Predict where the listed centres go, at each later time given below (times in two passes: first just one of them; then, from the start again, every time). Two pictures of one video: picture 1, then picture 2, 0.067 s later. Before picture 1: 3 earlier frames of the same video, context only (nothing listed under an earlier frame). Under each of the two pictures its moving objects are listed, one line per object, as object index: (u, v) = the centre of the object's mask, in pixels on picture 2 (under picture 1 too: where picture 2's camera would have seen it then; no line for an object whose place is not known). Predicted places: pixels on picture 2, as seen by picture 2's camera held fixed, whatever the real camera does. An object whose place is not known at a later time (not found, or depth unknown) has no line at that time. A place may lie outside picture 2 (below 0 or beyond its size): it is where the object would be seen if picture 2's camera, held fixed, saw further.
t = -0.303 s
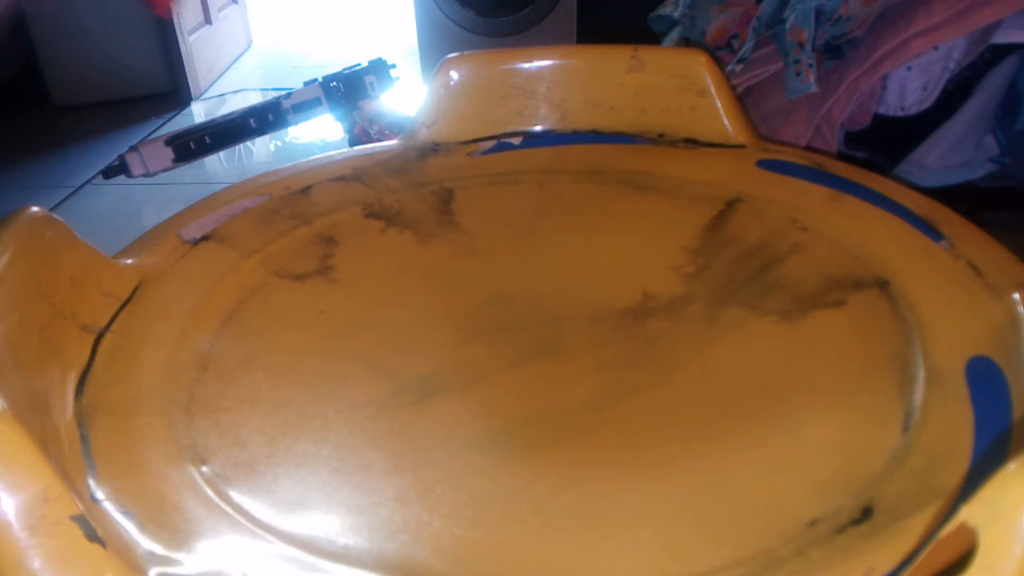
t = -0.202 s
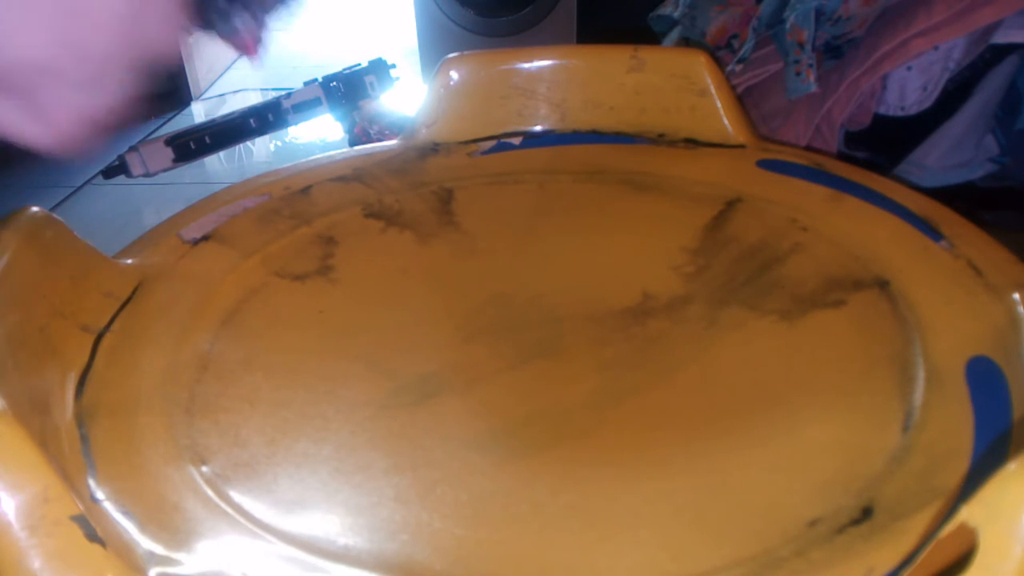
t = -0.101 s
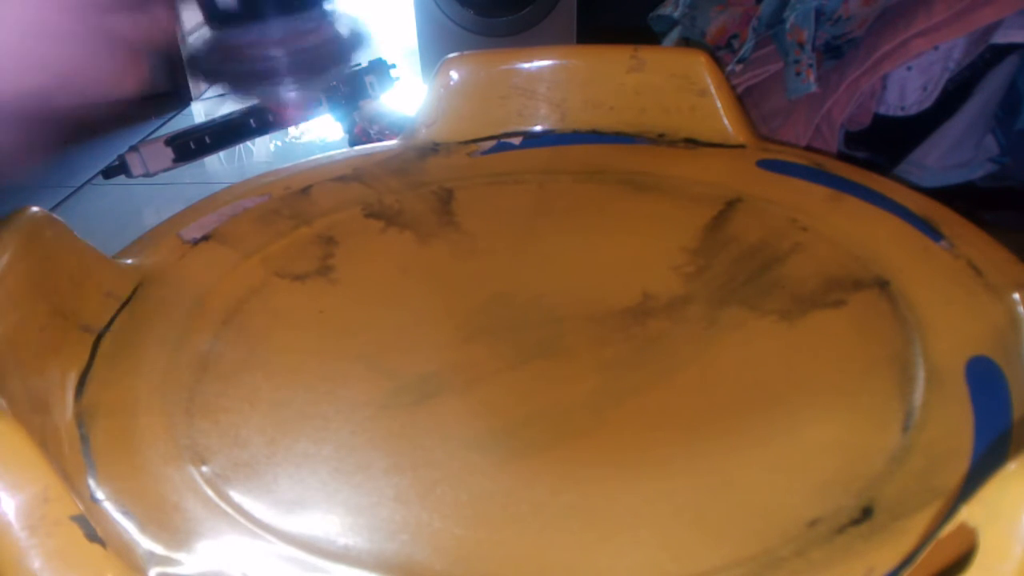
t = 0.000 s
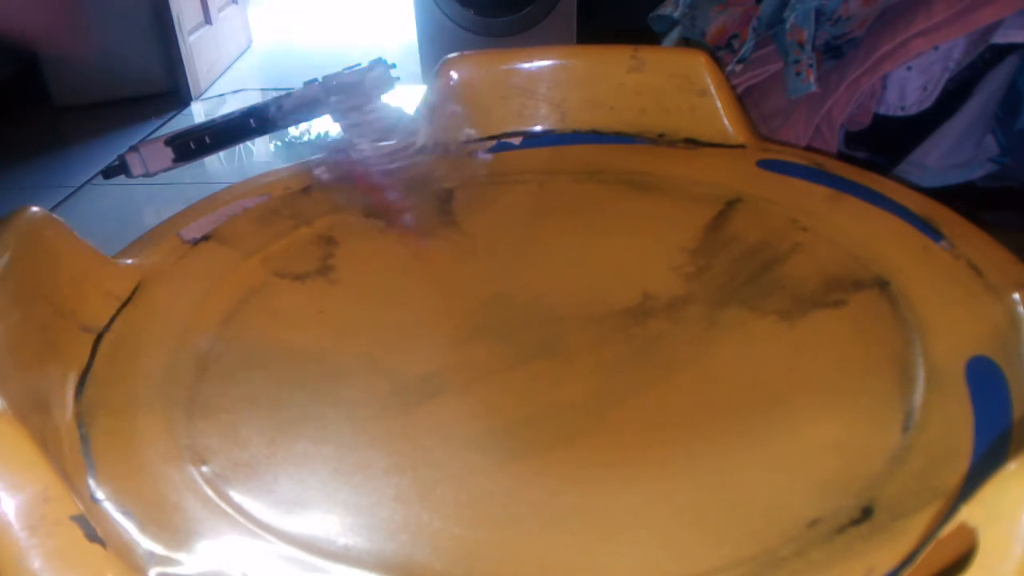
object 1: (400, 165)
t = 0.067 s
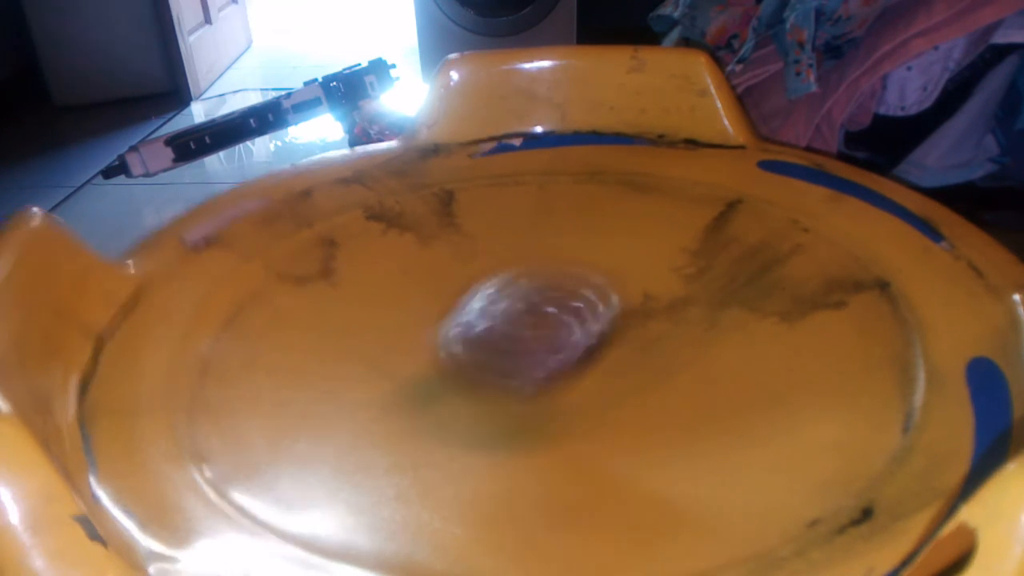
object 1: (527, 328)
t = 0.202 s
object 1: (738, 300)
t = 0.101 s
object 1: (576, 284)
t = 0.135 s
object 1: (633, 262)
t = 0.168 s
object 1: (690, 275)
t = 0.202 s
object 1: (738, 300)
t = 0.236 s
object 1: (759, 280)
